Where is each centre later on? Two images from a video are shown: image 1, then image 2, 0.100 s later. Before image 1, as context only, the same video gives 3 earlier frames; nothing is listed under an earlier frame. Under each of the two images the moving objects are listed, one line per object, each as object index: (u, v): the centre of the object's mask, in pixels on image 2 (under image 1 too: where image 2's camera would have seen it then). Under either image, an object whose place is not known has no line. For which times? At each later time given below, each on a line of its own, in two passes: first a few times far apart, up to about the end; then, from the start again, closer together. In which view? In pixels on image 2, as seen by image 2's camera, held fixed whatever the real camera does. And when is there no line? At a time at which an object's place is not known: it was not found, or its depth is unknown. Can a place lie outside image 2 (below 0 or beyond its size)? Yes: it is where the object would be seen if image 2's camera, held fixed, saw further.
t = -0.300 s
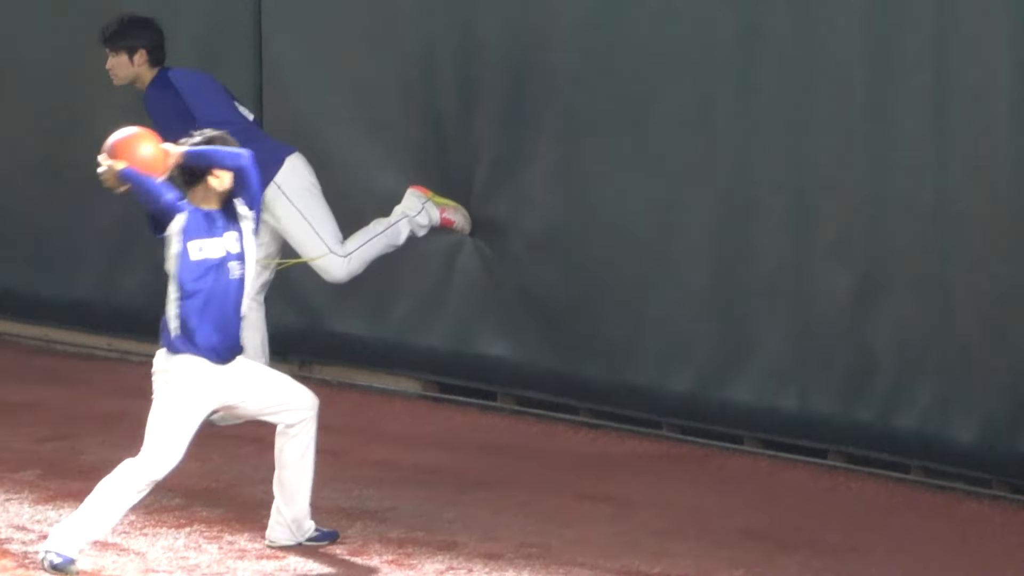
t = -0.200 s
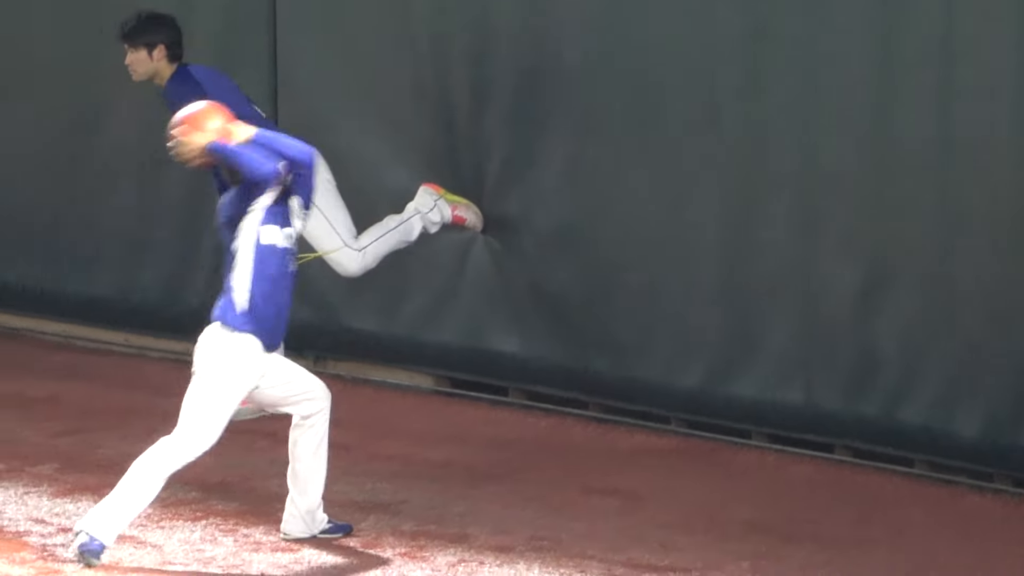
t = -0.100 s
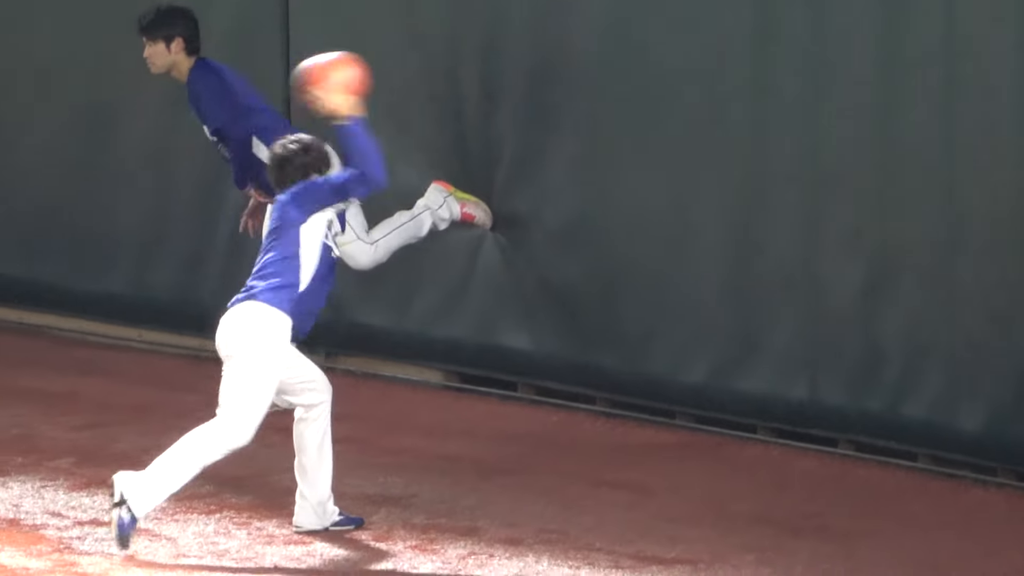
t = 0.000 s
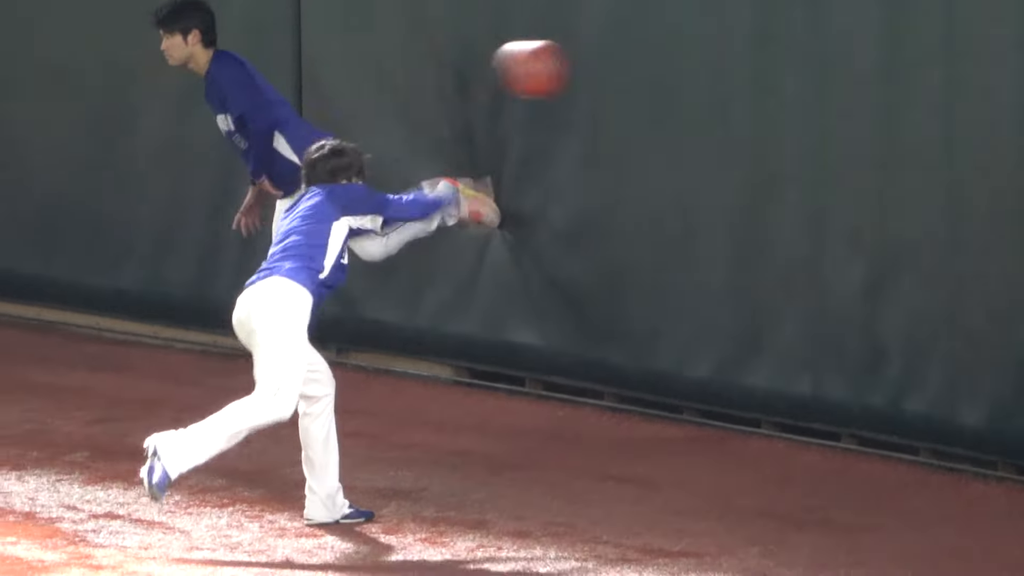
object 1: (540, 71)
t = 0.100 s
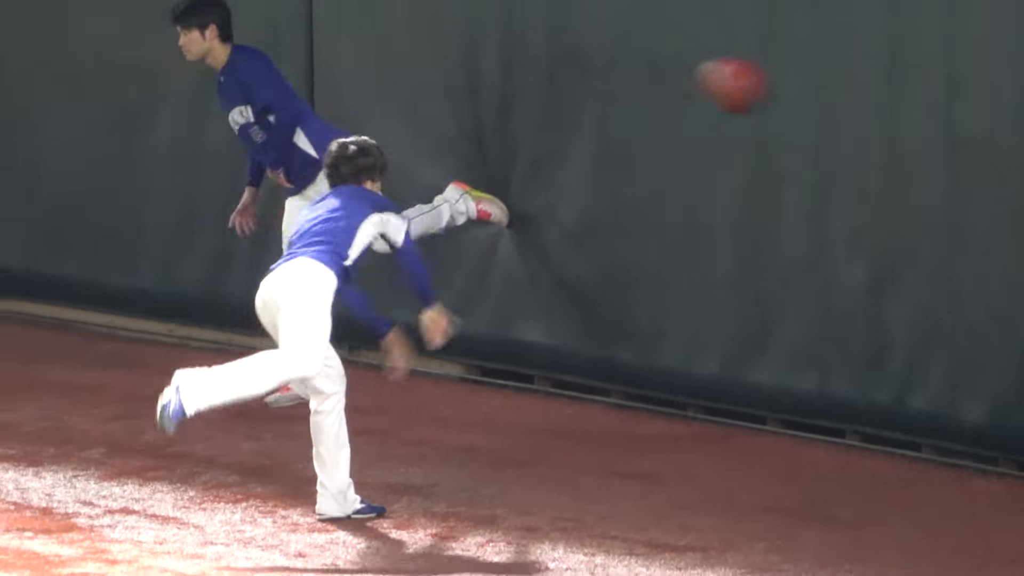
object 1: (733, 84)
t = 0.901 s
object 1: (504, 413)
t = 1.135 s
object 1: (400, 485)
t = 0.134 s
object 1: (798, 95)
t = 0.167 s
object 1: (864, 109)
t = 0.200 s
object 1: (896, 122)
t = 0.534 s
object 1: (680, 393)
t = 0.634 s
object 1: (622, 456)
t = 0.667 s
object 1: (607, 442)
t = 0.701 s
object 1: (593, 431)
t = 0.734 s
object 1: (579, 423)
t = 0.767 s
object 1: (565, 416)
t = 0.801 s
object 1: (550, 411)
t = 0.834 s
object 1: (537, 408)
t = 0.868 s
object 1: (521, 409)
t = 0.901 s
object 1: (504, 413)
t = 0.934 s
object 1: (489, 420)
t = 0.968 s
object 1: (474, 430)
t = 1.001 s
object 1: (459, 442)
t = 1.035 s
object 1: (445, 457)
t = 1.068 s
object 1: (431, 474)
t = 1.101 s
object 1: (415, 492)
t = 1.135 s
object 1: (400, 485)
